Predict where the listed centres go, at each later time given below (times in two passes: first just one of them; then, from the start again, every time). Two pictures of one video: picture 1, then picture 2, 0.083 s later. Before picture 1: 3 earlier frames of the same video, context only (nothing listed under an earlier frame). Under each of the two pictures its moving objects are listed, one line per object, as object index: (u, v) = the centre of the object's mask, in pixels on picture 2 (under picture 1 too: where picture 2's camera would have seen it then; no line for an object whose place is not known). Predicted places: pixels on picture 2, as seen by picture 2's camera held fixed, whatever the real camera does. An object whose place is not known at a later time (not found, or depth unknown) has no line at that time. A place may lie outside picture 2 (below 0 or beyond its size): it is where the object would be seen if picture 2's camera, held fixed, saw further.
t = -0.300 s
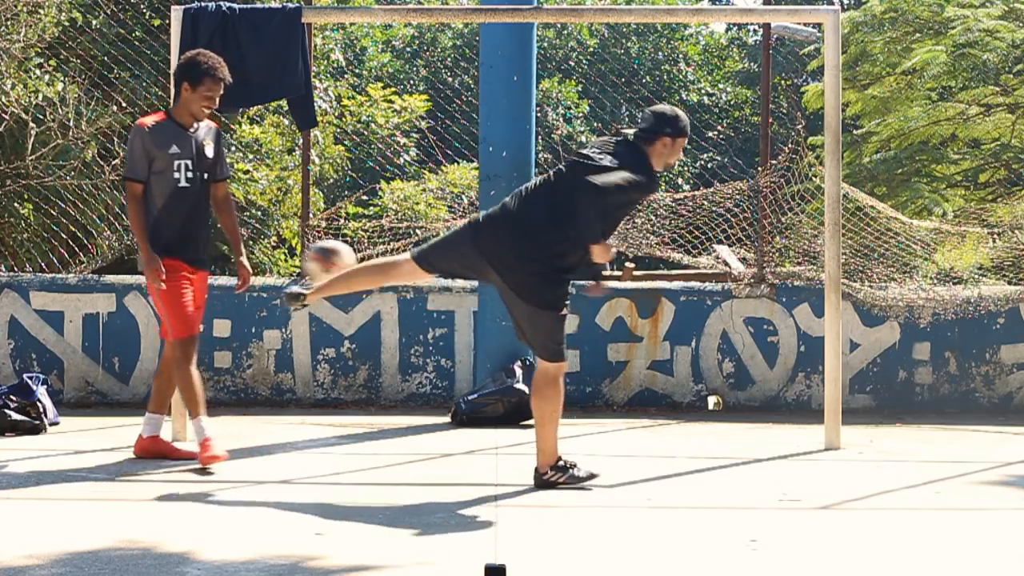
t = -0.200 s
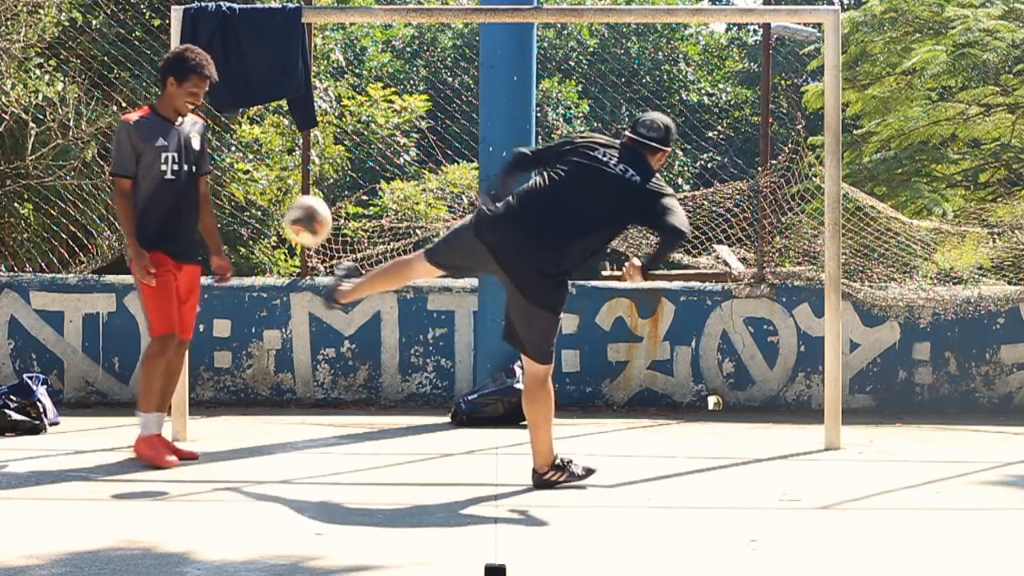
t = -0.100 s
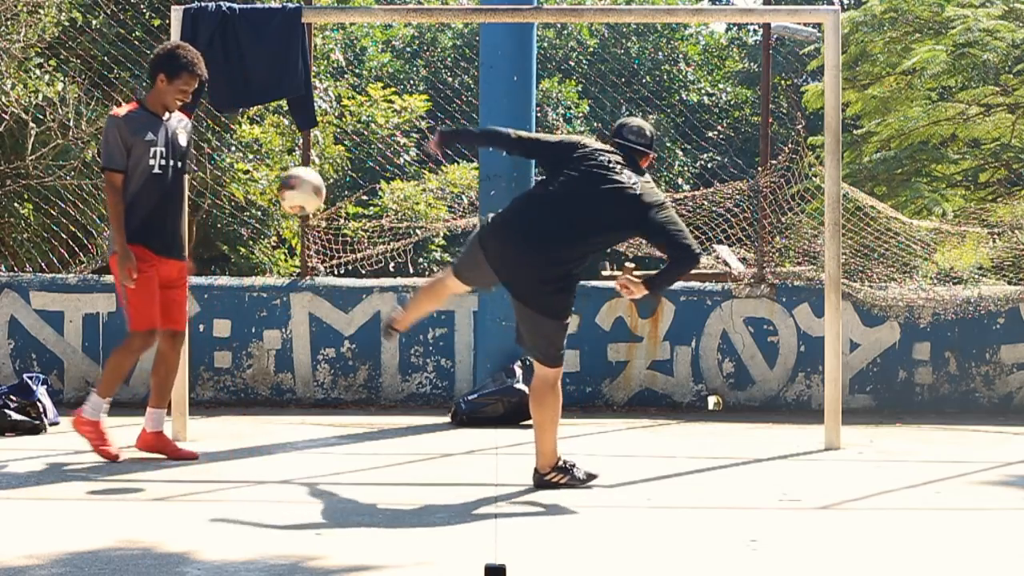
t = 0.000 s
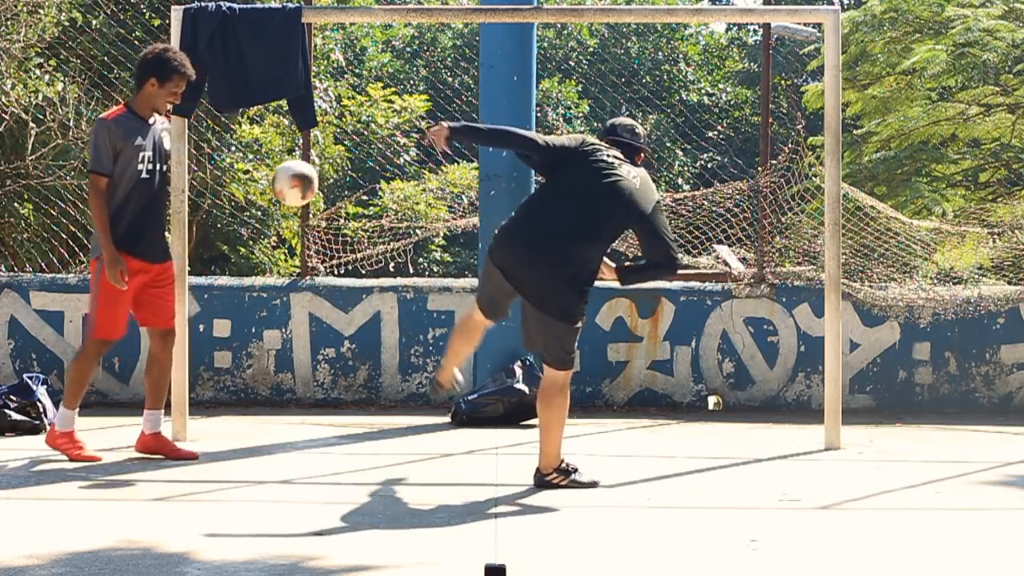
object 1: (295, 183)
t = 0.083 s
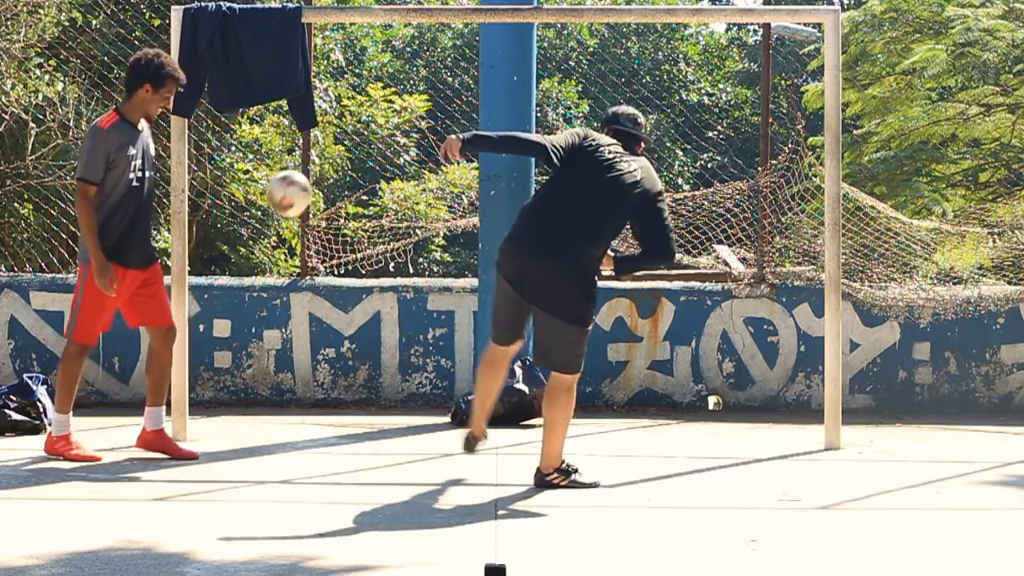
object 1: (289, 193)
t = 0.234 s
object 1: (280, 248)
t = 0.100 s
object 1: (288, 197)
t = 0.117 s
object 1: (288, 202)
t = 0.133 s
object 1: (287, 207)
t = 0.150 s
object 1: (286, 212)
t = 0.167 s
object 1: (285, 218)
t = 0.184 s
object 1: (284, 225)
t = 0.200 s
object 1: (282, 232)
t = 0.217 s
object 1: (282, 239)
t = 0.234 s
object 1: (280, 248)
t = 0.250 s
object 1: (278, 258)
